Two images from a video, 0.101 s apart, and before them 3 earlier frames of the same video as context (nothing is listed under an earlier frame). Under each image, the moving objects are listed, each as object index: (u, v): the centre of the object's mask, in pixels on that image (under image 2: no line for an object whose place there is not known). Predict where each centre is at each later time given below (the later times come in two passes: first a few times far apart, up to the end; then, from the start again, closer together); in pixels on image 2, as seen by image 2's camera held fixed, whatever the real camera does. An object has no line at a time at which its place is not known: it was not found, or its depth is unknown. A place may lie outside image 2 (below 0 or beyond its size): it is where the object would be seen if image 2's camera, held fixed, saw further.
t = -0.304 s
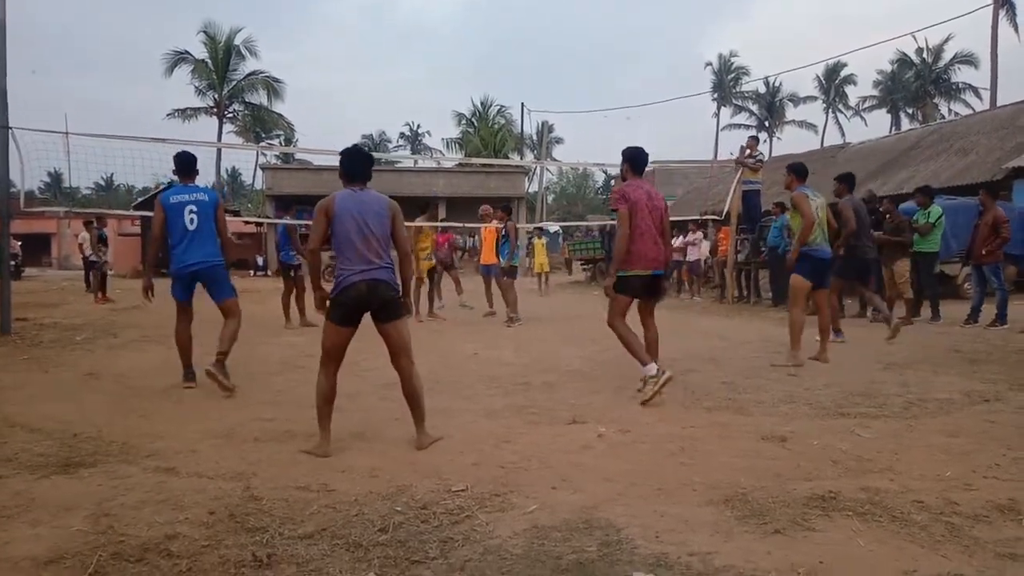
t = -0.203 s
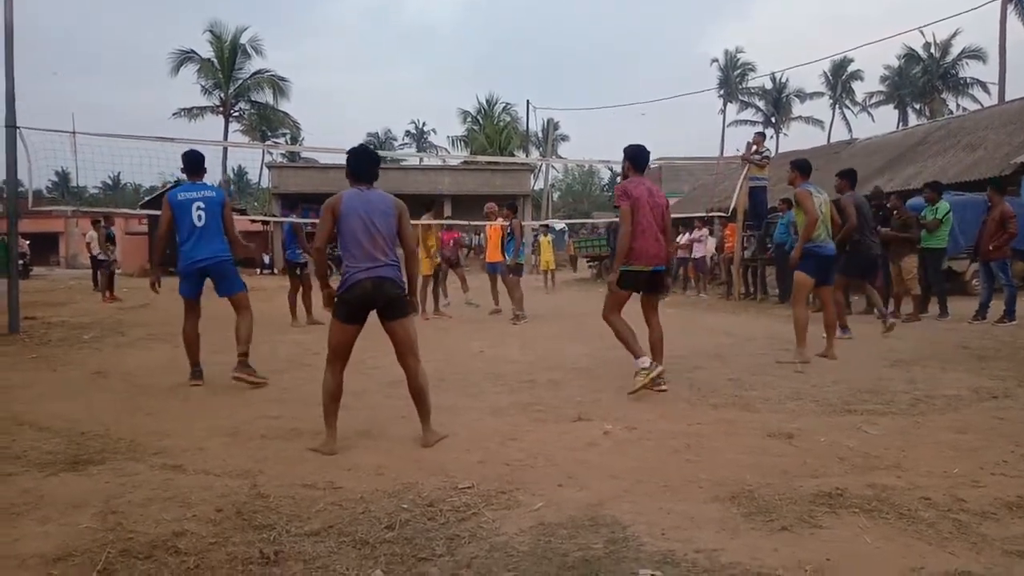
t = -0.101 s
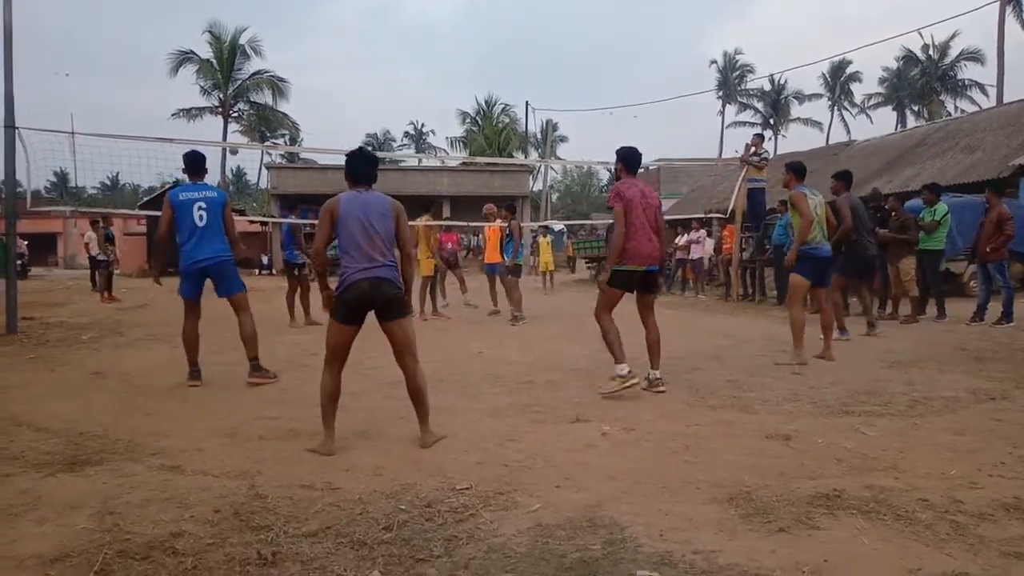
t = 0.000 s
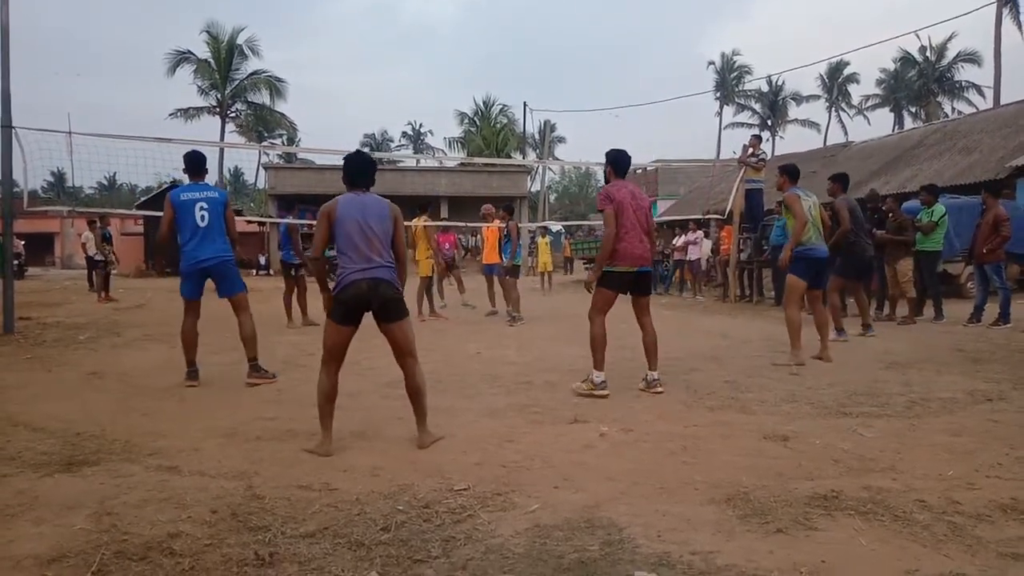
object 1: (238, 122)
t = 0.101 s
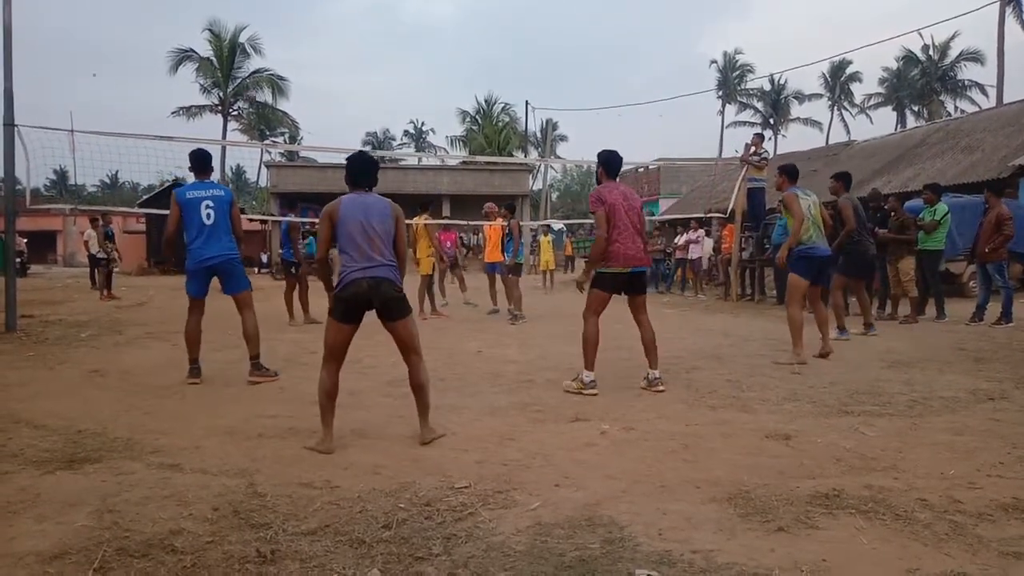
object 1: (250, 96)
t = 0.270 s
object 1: (267, 63)
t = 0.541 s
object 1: (303, 32)
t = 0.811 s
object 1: (356, 52)
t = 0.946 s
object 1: (396, 97)
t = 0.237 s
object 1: (263, 68)
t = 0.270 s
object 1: (267, 63)
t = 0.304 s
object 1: (271, 57)
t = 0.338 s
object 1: (275, 52)
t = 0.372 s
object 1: (279, 47)
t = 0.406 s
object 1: (283, 43)
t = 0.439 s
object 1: (288, 38)
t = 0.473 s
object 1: (292, 36)
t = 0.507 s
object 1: (298, 34)
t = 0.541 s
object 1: (303, 32)
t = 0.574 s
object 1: (309, 31)
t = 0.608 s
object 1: (314, 31)
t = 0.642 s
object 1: (320, 32)
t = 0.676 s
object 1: (326, 34)
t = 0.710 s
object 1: (333, 36)
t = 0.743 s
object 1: (340, 40)
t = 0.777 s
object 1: (348, 46)
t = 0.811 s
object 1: (356, 52)
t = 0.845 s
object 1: (365, 61)
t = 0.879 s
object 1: (374, 70)
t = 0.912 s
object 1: (385, 83)
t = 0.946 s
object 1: (396, 97)
